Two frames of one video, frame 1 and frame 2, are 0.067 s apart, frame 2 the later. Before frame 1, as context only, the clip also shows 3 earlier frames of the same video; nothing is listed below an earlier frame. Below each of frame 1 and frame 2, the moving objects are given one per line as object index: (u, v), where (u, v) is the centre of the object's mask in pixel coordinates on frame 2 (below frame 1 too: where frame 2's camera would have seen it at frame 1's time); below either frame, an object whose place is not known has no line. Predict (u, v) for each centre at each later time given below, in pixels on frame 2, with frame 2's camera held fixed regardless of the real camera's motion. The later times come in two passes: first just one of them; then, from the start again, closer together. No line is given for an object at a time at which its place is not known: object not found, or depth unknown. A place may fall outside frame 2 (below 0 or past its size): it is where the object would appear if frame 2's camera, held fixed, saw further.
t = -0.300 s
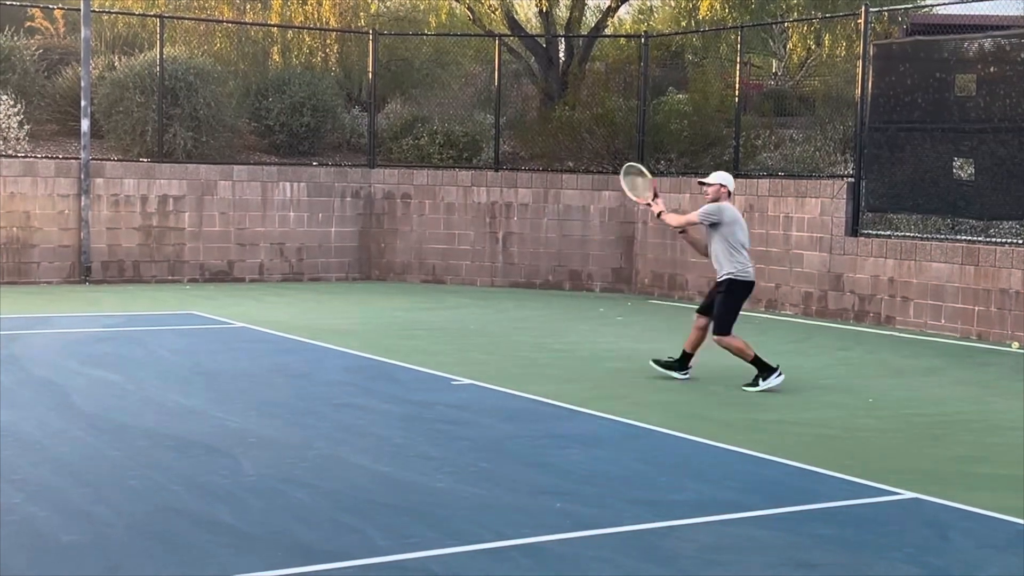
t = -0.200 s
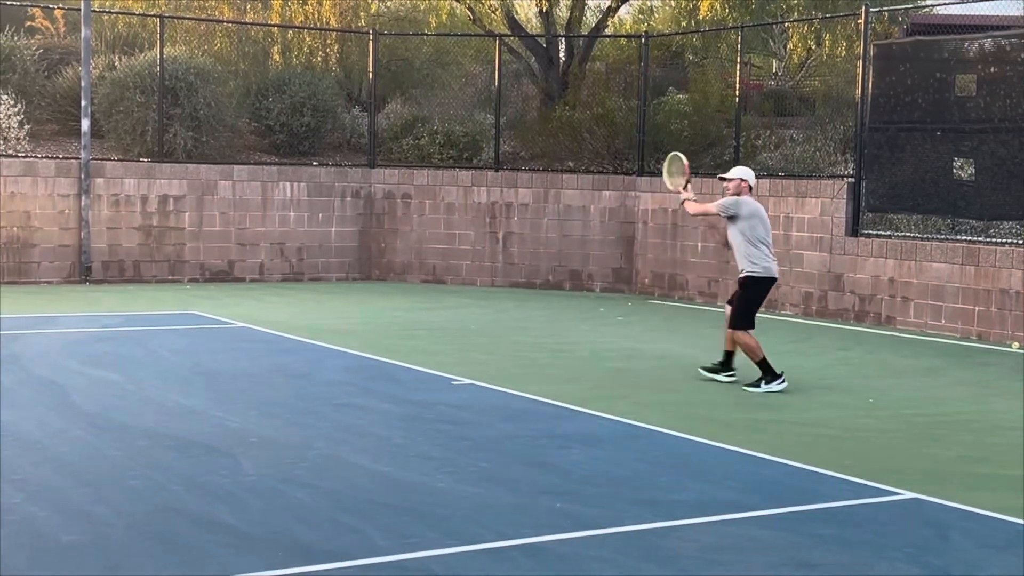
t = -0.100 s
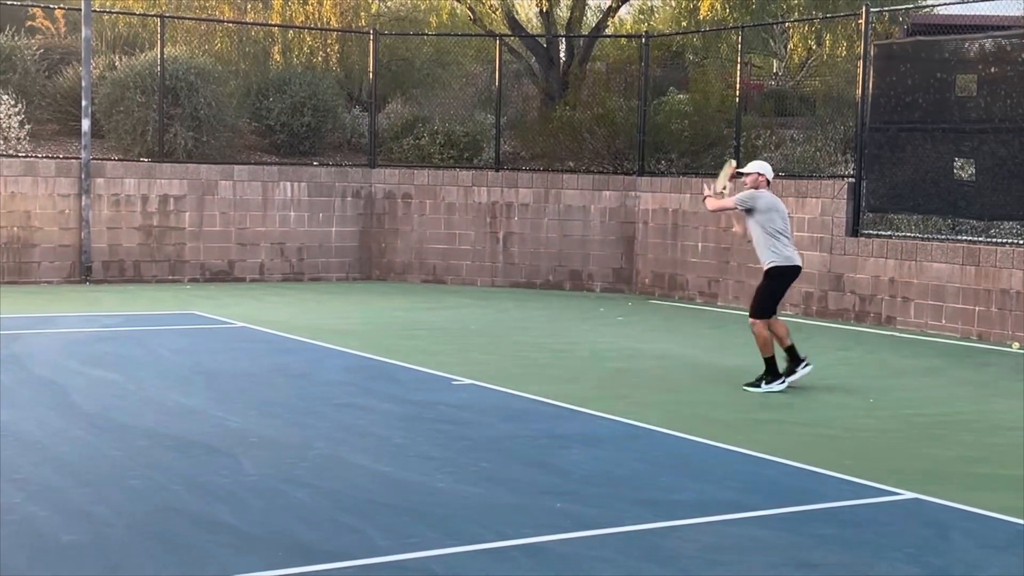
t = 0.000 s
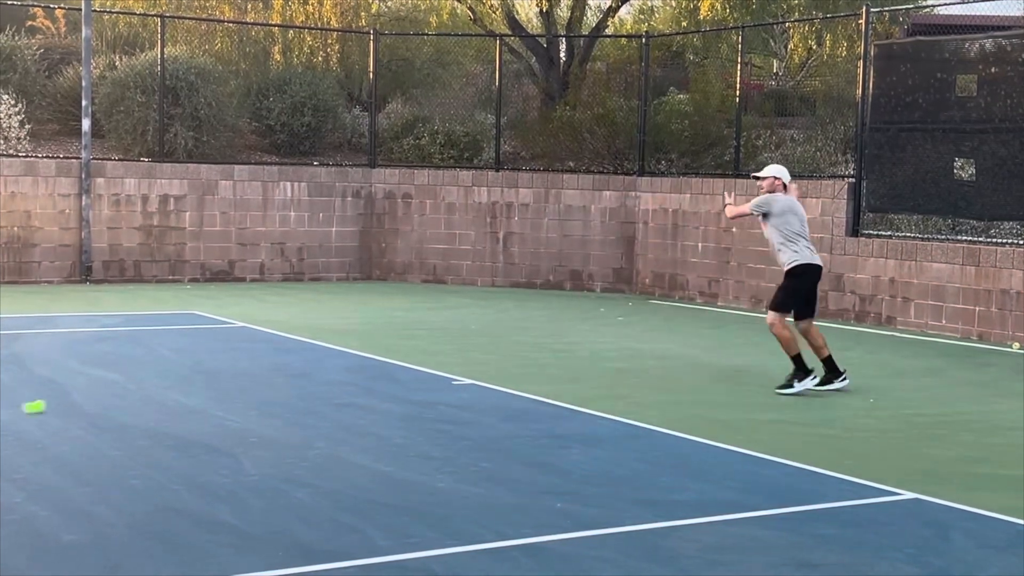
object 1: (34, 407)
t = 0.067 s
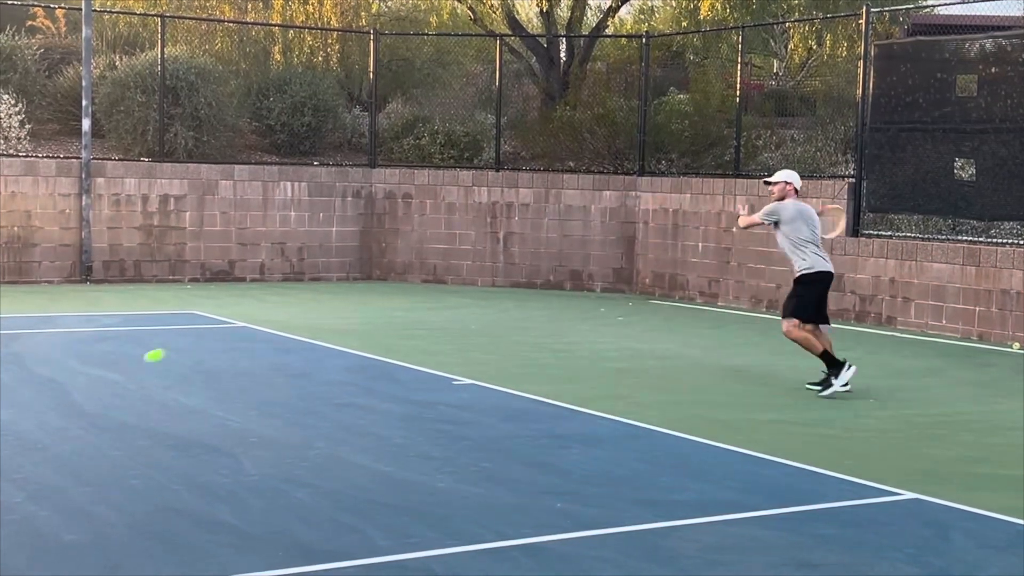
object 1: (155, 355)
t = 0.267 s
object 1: (453, 270)
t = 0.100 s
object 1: (210, 335)
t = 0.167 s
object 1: (314, 301)
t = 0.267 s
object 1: (453, 270)
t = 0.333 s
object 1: (536, 260)
